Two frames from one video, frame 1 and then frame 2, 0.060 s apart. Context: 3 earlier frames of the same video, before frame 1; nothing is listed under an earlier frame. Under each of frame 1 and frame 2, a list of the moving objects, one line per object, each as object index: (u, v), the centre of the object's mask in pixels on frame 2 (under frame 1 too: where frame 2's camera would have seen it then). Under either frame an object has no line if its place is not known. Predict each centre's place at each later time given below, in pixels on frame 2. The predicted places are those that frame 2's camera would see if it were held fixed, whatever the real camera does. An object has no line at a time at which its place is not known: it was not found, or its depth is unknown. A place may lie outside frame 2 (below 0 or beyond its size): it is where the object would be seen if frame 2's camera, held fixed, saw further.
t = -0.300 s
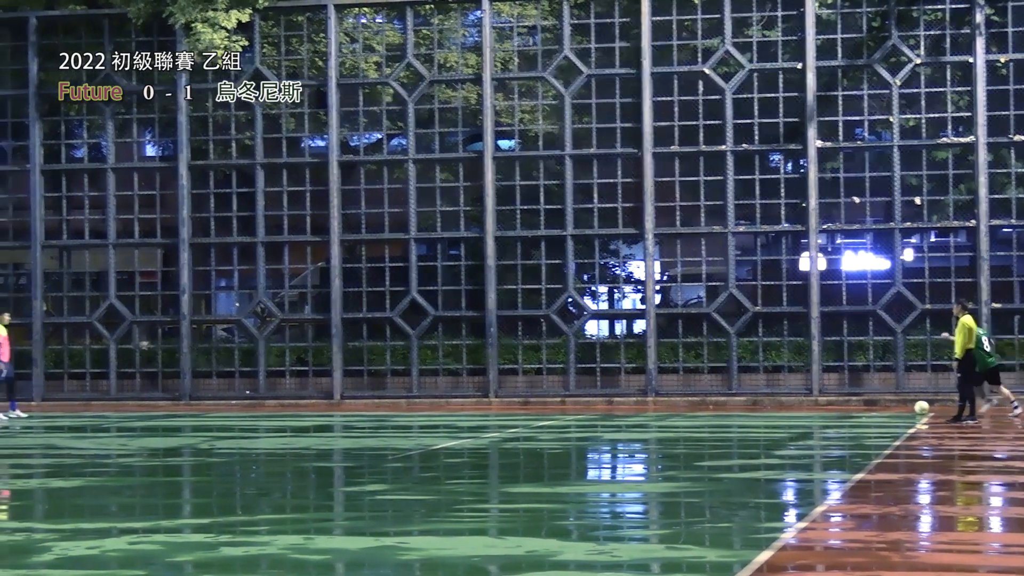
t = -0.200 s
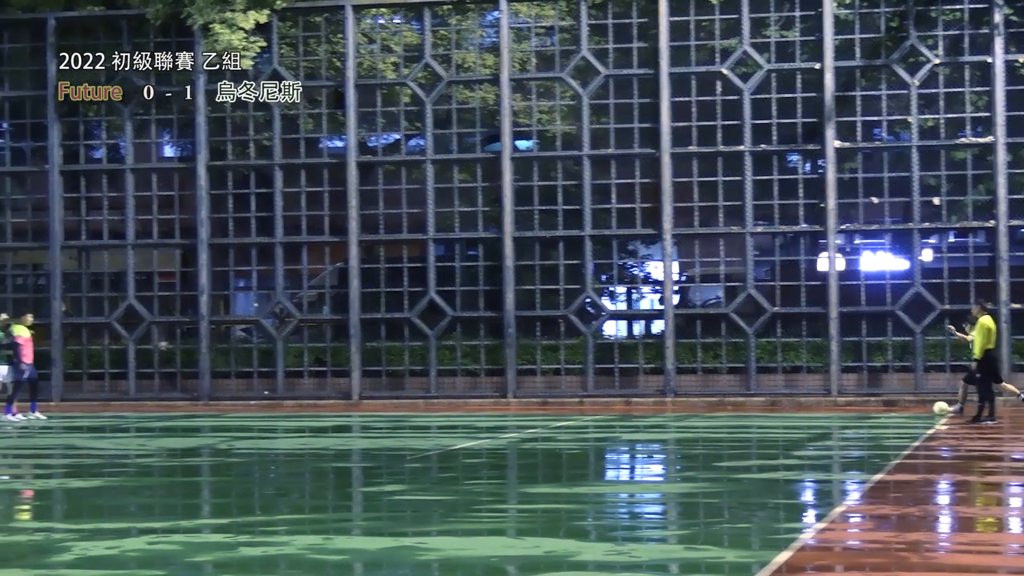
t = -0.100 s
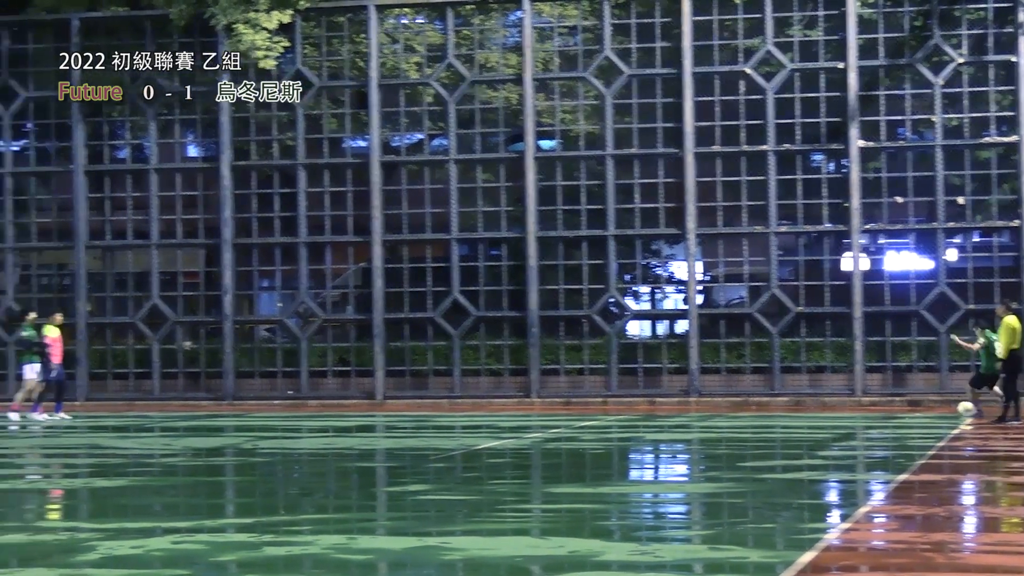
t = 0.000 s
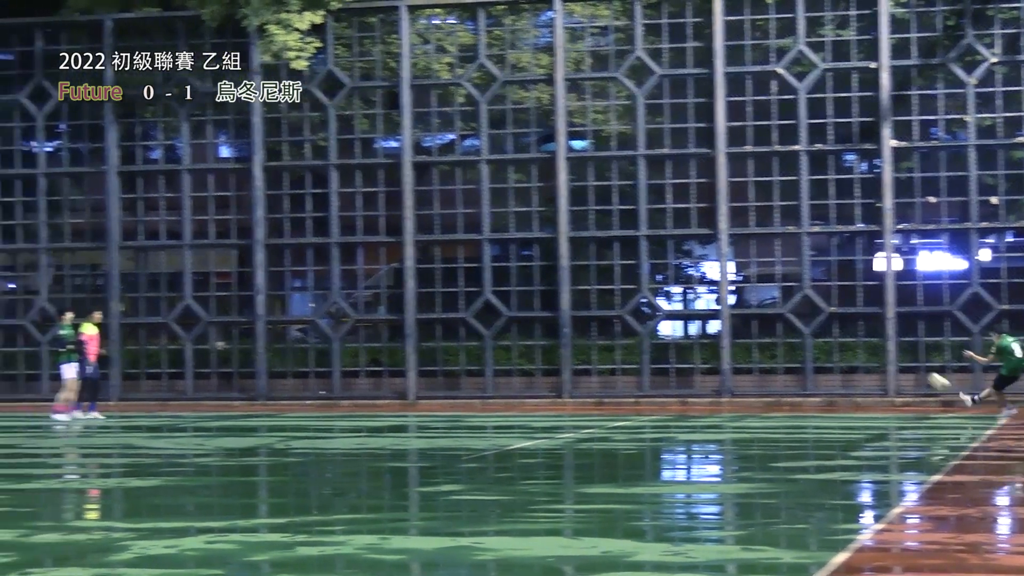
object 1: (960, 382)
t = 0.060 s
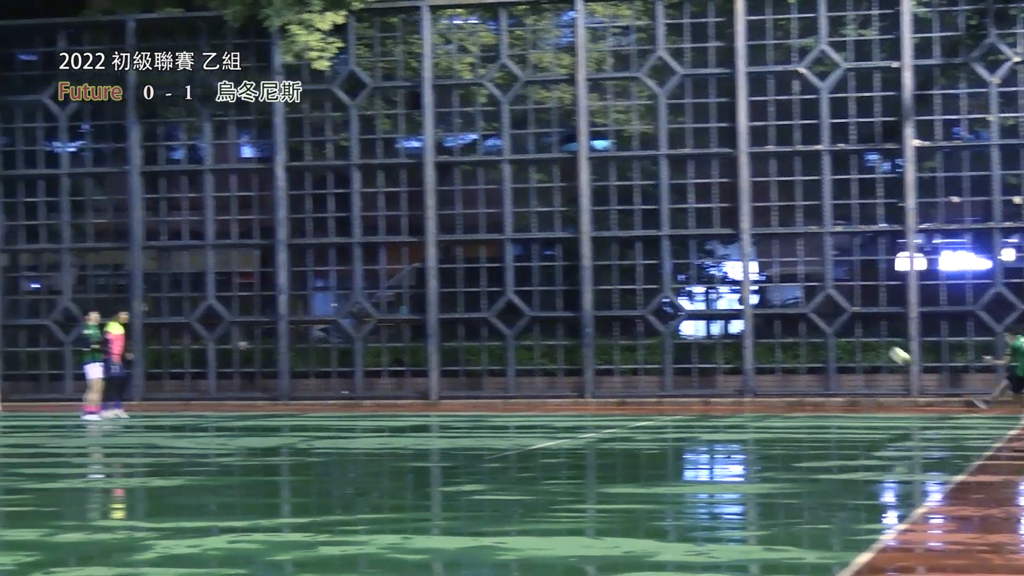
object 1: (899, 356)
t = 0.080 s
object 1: (881, 349)
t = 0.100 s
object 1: (862, 341)
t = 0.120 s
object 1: (843, 332)
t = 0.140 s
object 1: (825, 325)
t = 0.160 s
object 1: (807, 318)
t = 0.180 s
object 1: (790, 312)
